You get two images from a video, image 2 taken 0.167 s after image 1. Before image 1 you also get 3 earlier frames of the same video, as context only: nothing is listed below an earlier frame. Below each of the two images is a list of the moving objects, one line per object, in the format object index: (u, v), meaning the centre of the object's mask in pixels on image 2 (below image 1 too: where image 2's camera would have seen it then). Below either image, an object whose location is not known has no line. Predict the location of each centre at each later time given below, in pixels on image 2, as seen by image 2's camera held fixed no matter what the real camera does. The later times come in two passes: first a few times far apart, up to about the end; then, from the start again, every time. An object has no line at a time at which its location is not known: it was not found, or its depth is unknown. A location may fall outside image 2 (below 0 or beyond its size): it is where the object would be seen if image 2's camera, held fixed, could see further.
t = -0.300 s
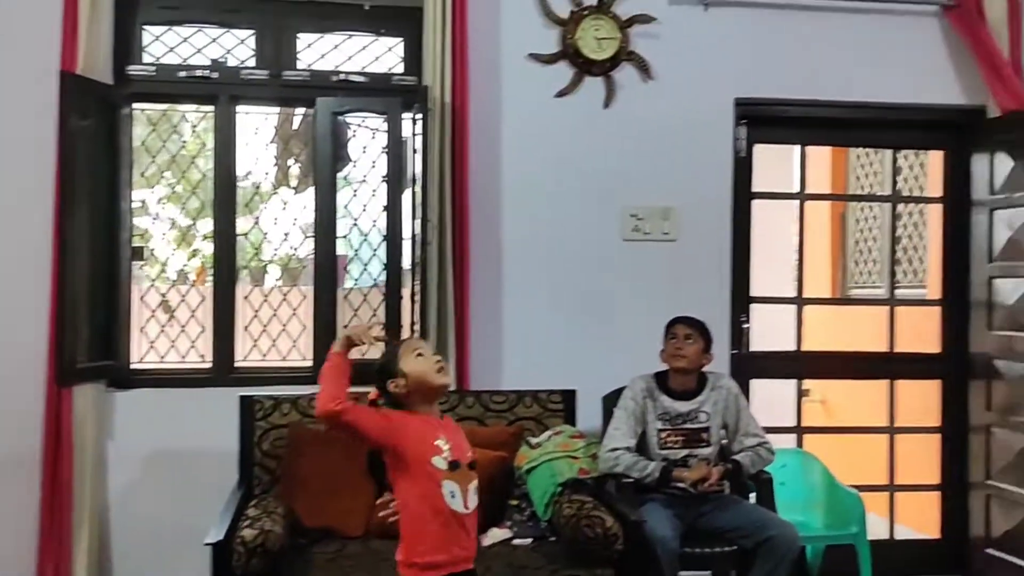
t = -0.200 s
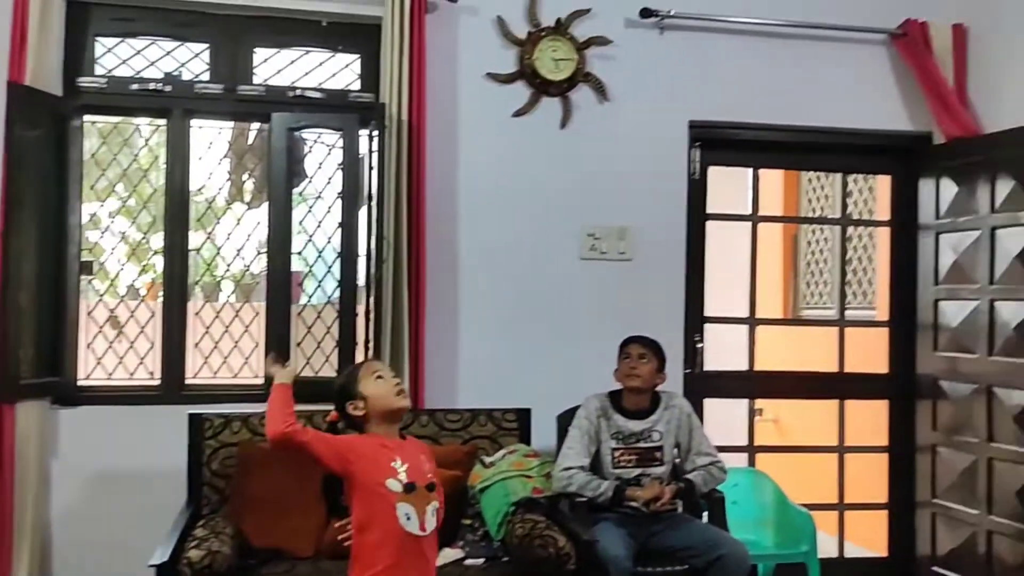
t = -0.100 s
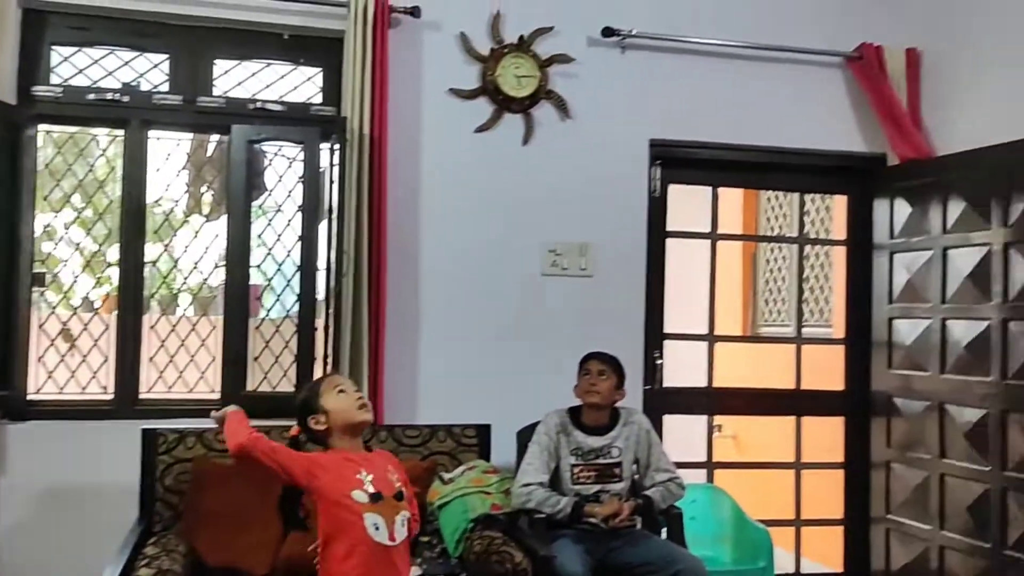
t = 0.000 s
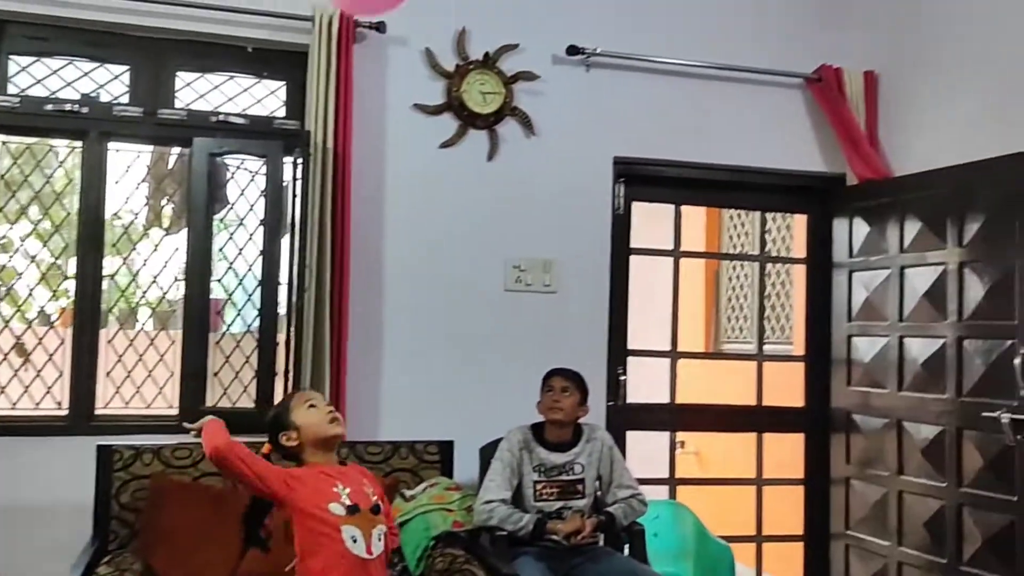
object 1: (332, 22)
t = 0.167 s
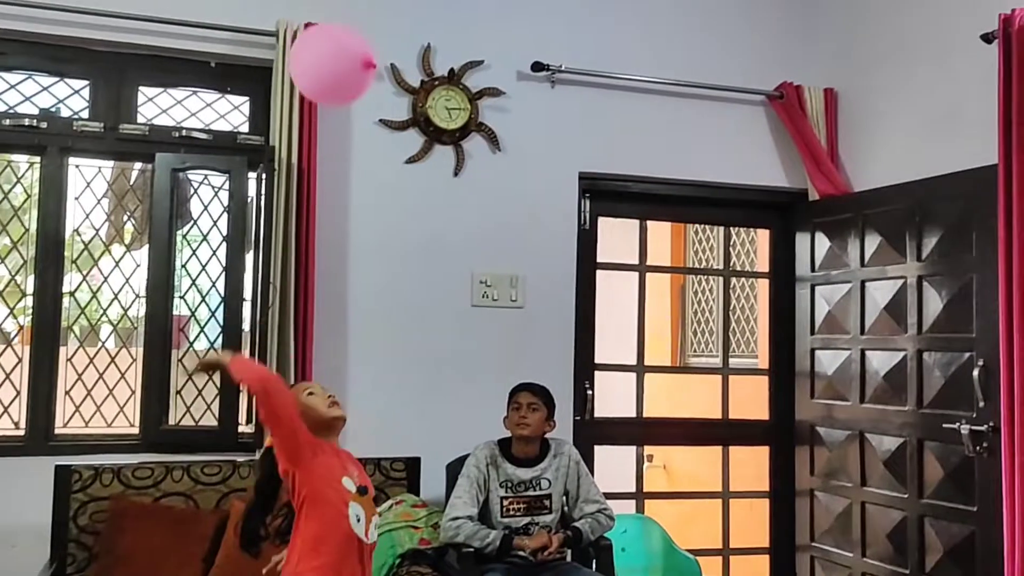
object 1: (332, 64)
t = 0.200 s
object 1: (333, 79)
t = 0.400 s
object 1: (341, 178)
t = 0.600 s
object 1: (349, 277)
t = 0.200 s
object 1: (333, 79)
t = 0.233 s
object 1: (335, 96)
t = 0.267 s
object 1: (337, 112)
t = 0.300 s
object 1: (337, 129)
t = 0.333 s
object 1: (339, 146)
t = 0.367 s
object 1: (341, 162)
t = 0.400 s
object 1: (341, 178)
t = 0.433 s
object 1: (343, 194)
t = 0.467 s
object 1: (345, 211)
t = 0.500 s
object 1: (346, 227)
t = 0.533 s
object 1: (347, 244)
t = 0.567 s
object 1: (348, 260)
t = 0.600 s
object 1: (349, 277)
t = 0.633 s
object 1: (350, 294)
